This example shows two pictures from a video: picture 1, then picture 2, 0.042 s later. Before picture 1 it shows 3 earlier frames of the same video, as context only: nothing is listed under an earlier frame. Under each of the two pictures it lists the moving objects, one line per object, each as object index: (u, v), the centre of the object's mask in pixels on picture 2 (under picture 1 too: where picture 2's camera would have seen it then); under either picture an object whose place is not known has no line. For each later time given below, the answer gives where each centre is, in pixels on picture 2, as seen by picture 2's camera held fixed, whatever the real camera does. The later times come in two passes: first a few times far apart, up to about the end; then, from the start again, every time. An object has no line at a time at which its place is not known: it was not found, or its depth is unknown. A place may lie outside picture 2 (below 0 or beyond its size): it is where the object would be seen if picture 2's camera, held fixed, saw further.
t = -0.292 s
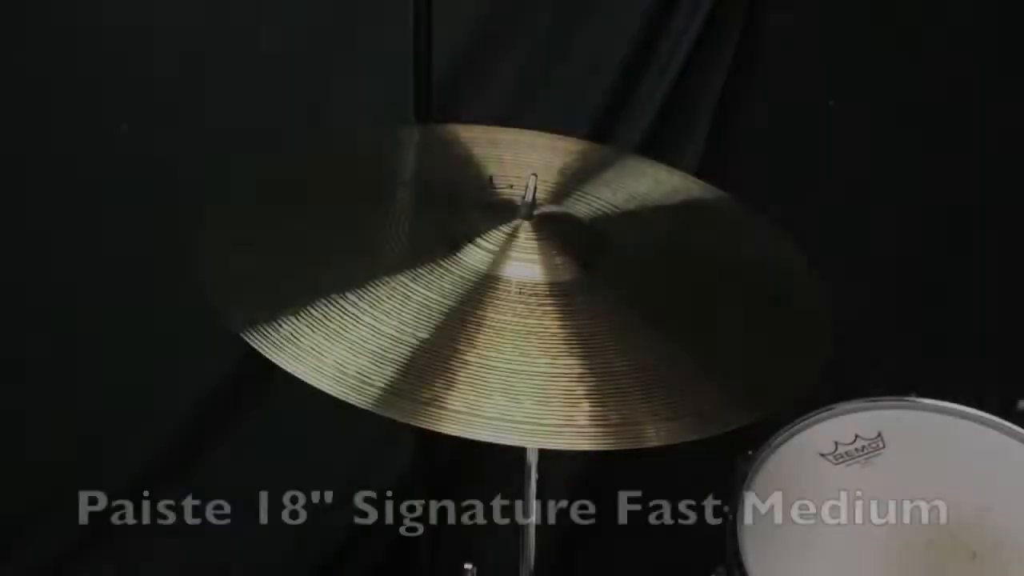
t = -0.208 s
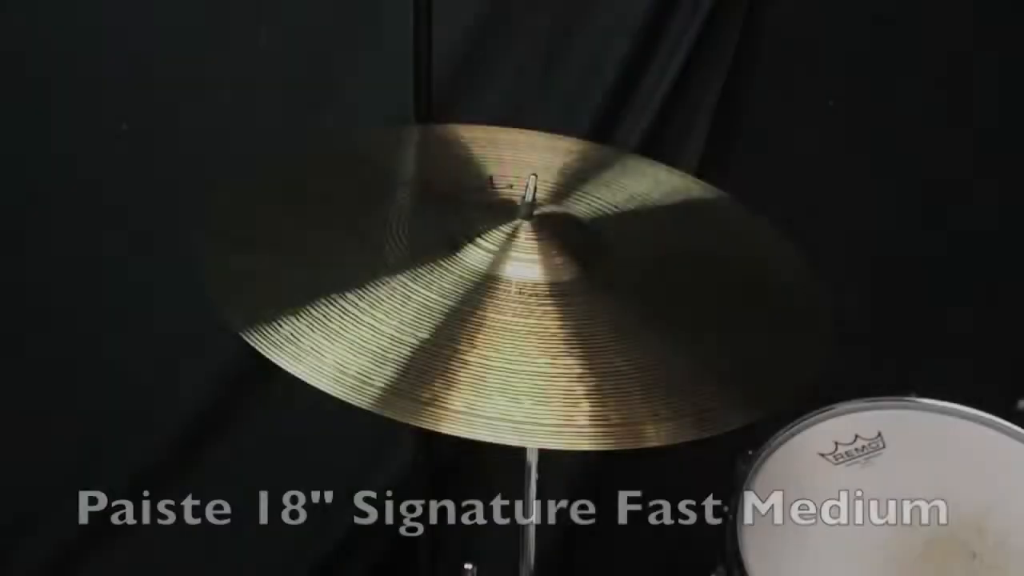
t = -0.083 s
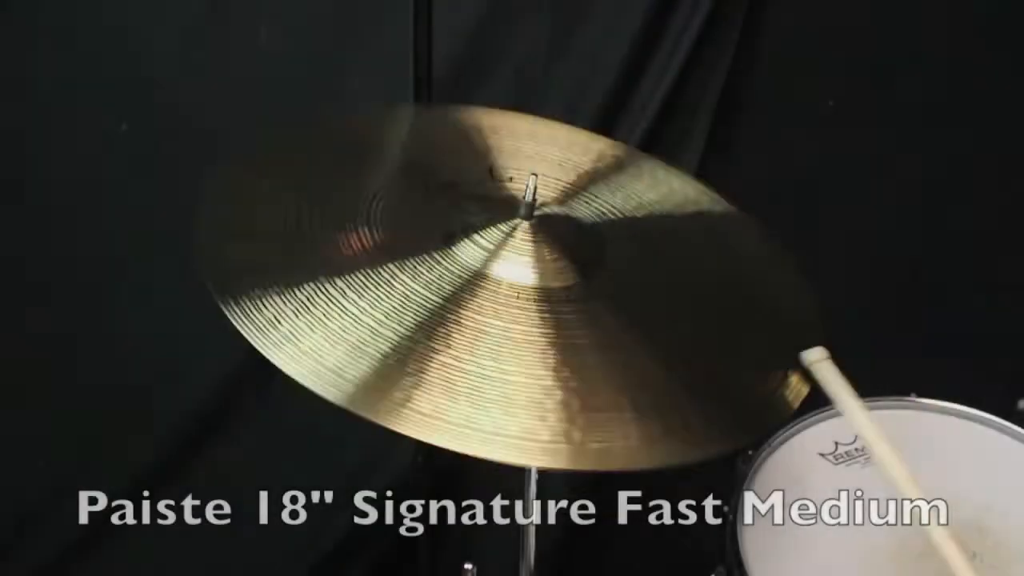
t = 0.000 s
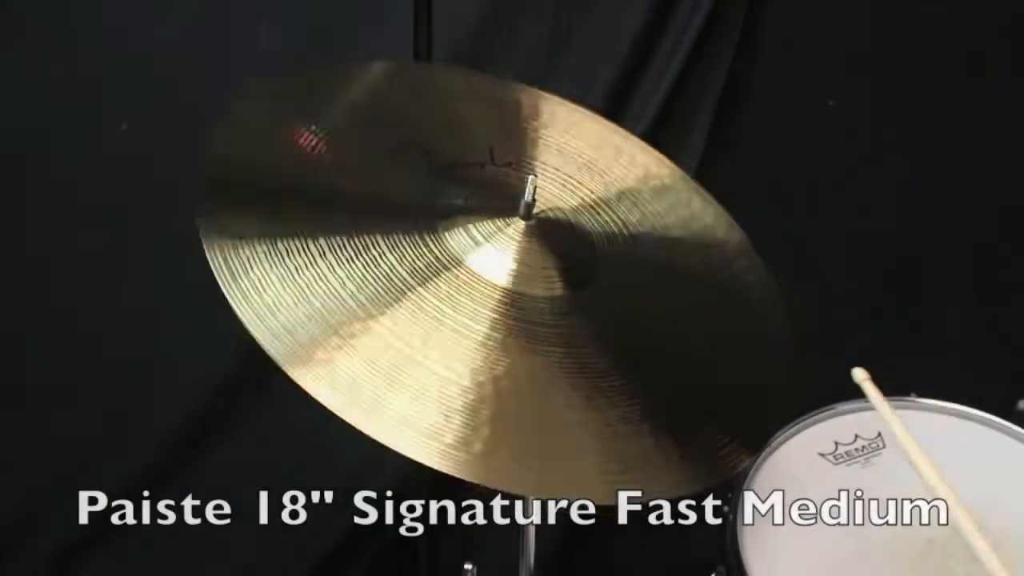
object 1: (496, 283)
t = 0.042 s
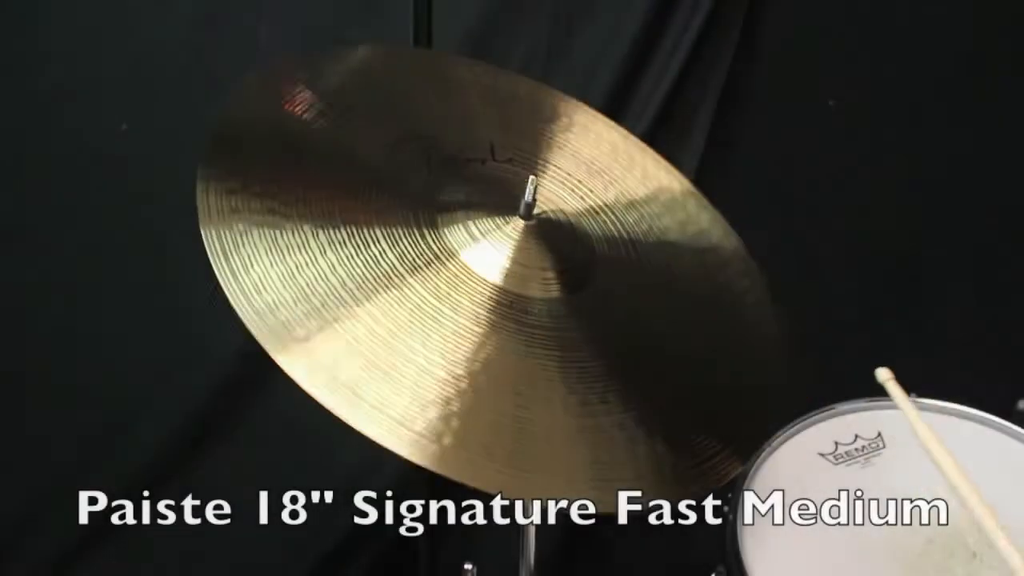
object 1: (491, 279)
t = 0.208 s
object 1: (496, 281)
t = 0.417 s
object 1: (516, 283)
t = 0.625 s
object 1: (536, 282)
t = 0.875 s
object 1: (504, 286)
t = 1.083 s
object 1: (503, 284)
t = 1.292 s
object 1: (515, 283)
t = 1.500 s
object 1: (517, 286)
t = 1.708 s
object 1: (509, 286)
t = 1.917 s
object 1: (513, 288)
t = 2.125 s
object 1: (517, 287)
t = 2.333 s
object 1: (517, 288)
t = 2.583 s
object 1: (514, 287)
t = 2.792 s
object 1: (514, 287)
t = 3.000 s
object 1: (515, 288)
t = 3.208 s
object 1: (515, 288)
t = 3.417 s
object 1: (514, 287)
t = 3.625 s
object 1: (515, 287)
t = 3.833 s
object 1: (515, 288)
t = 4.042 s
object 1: (515, 288)
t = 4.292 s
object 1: (515, 288)
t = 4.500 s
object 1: (515, 287)
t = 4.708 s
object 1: (515, 287)
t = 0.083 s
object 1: (490, 275)
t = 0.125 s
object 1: (490, 277)
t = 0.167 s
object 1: (490, 278)
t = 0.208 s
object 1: (496, 281)
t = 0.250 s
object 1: (503, 285)
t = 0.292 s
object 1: (505, 284)
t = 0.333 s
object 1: (516, 286)
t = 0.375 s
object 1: (511, 283)
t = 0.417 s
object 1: (516, 283)
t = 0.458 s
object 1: (529, 283)
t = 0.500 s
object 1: (532, 281)
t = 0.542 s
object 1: (534, 280)
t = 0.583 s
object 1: (535, 281)
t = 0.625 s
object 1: (536, 282)
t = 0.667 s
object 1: (530, 284)
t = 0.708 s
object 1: (523, 286)
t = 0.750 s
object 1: (516, 287)
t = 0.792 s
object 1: (516, 288)
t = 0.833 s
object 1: (509, 287)
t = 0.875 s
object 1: (504, 286)
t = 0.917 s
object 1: (501, 284)
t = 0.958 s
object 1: (500, 284)
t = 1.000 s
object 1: (499, 284)
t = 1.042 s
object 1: (500, 283)
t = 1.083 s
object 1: (503, 284)
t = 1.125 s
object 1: (504, 285)
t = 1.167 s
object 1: (508, 284)
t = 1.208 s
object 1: (505, 283)
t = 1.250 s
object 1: (512, 283)
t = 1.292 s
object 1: (515, 283)
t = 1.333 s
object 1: (515, 283)
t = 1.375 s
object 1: (515, 283)
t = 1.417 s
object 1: (516, 283)
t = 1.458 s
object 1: (516, 284)
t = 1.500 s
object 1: (517, 286)
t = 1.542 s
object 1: (519, 287)
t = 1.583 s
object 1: (516, 288)
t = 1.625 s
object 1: (516, 288)
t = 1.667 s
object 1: (511, 287)
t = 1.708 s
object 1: (509, 286)
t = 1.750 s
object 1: (508, 286)
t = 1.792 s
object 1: (509, 286)
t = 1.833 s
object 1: (509, 287)
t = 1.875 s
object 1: (510, 286)
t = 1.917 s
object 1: (513, 288)
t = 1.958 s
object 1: (512, 286)
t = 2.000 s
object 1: (515, 286)
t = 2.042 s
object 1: (516, 287)
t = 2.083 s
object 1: (516, 286)
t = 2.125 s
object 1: (517, 287)
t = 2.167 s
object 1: (518, 288)
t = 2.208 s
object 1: (518, 287)
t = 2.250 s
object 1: (519, 288)
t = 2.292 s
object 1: (516, 288)
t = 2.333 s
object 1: (517, 288)
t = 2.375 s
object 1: (516, 288)
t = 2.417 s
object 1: (515, 288)
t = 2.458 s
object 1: (515, 287)
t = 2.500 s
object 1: (515, 288)
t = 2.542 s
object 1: (514, 287)
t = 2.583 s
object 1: (514, 287)
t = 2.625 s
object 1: (515, 288)
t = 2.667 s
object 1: (514, 288)
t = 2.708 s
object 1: (515, 287)
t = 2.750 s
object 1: (515, 288)
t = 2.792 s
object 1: (514, 287)
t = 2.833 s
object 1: (515, 287)
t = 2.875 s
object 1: (514, 288)
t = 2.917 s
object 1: (515, 288)
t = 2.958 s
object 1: (514, 287)
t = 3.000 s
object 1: (515, 288)
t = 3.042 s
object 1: (515, 287)
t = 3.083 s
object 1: (515, 287)
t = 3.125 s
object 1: (515, 288)
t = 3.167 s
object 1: (515, 287)
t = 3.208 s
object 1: (515, 288)
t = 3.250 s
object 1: (515, 288)
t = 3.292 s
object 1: (514, 287)
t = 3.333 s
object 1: (516, 288)
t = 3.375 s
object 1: (515, 288)
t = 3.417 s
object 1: (514, 287)
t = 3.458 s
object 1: (515, 288)
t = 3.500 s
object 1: (515, 288)
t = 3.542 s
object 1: (515, 288)
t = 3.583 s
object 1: (515, 288)
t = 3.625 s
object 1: (515, 287)
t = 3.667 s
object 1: (515, 287)
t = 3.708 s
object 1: (515, 288)
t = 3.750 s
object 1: (515, 288)
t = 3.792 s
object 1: (515, 288)
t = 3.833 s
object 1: (515, 288)
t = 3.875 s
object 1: (514, 287)
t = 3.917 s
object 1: (515, 288)
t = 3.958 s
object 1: (515, 288)
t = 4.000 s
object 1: (515, 287)
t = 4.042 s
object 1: (515, 288)
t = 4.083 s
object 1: (515, 288)
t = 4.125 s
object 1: (515, 288)
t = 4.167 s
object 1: (515, 288)
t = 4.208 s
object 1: (516, 288)
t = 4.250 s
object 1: (515, 288)
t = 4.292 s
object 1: (515, 288)
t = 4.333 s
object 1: (515, 288)
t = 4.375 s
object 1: (515, 288)
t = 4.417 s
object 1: (515, 288)
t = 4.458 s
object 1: (514, 287)
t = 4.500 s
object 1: (515, 287)
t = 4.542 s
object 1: (515, 288)
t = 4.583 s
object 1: (515, 287)
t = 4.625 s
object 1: (515, 288)
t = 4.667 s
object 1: (515, 288)
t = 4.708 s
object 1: (515, 287)
